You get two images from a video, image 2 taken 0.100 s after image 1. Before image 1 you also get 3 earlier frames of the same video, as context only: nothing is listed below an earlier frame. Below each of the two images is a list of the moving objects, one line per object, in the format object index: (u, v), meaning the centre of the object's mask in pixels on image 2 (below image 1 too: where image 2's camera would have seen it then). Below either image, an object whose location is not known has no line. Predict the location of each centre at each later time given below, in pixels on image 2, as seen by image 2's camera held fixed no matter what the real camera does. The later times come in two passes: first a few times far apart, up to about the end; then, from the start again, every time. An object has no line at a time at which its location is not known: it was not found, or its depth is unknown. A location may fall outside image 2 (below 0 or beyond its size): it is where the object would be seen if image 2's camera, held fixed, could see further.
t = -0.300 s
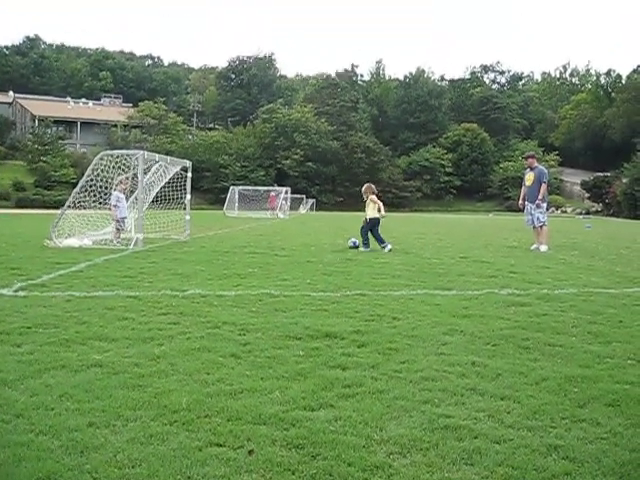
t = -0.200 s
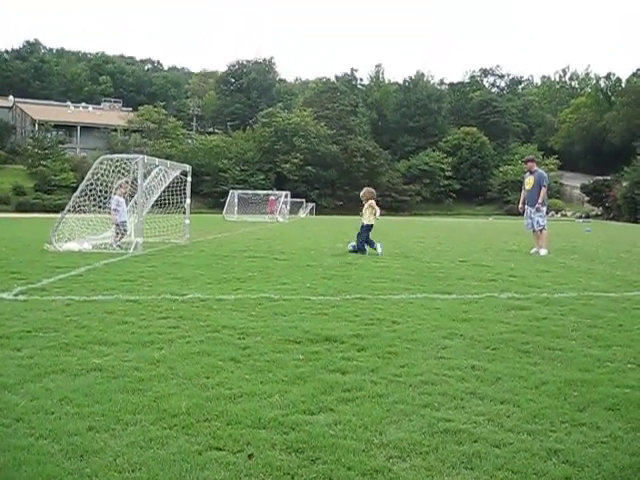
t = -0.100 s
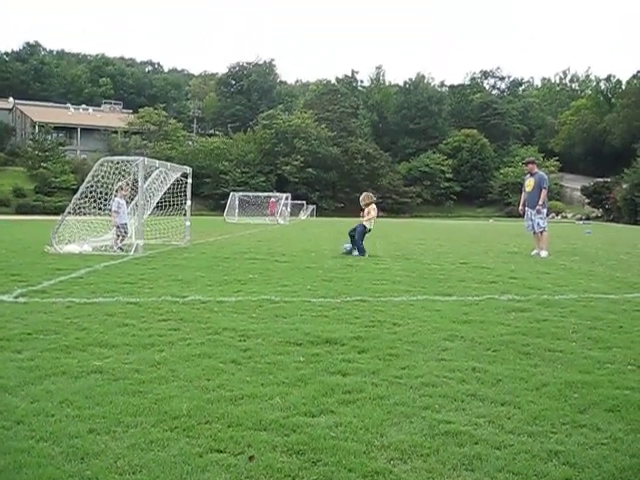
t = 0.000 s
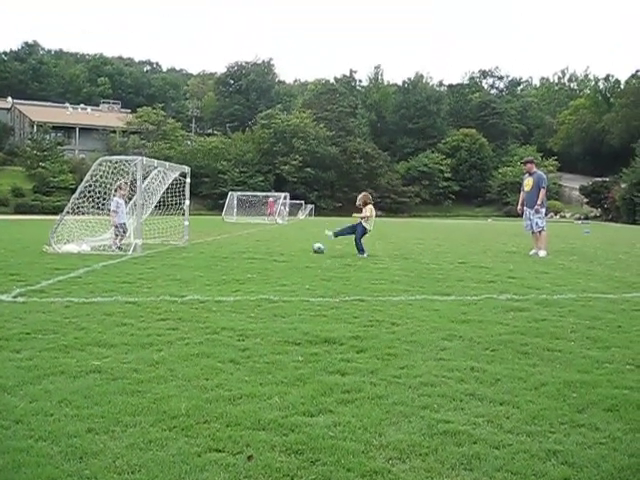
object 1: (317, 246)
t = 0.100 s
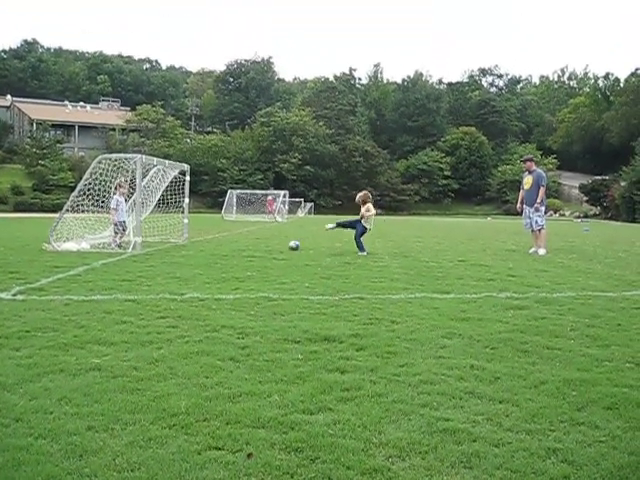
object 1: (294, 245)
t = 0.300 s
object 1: (255, 243)
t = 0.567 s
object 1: (213, 243)
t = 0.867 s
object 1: (176, 242)
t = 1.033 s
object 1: (158, 242)
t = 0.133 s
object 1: (286, 245)
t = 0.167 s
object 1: (280, 245)
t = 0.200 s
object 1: (273, 244)
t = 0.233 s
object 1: (267, 244)
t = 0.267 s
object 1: (261, 243)
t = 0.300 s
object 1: (255, 243)
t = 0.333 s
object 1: (249, 243)
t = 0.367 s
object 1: (244, 243)
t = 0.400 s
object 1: (238, 242)
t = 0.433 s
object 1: (233, 242)
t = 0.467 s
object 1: (228, 242)
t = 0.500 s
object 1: (223, 242)
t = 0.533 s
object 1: (218, 243)
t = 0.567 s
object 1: (213, 243)
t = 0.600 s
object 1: (209, 243)
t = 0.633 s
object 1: (204, 242)
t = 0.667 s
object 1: (201, 242)
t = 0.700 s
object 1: (197, 242)
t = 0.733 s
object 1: (192, 242)
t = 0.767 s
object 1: (188, 242)
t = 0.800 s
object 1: (183, 242)
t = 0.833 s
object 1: (180, 241)
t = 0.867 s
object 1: (176, 242)
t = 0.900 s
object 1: (171, 242)
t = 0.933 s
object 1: (168, 242)
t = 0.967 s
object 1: (164, 242)
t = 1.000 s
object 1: (161, 242)
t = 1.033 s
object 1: (158, 242)
